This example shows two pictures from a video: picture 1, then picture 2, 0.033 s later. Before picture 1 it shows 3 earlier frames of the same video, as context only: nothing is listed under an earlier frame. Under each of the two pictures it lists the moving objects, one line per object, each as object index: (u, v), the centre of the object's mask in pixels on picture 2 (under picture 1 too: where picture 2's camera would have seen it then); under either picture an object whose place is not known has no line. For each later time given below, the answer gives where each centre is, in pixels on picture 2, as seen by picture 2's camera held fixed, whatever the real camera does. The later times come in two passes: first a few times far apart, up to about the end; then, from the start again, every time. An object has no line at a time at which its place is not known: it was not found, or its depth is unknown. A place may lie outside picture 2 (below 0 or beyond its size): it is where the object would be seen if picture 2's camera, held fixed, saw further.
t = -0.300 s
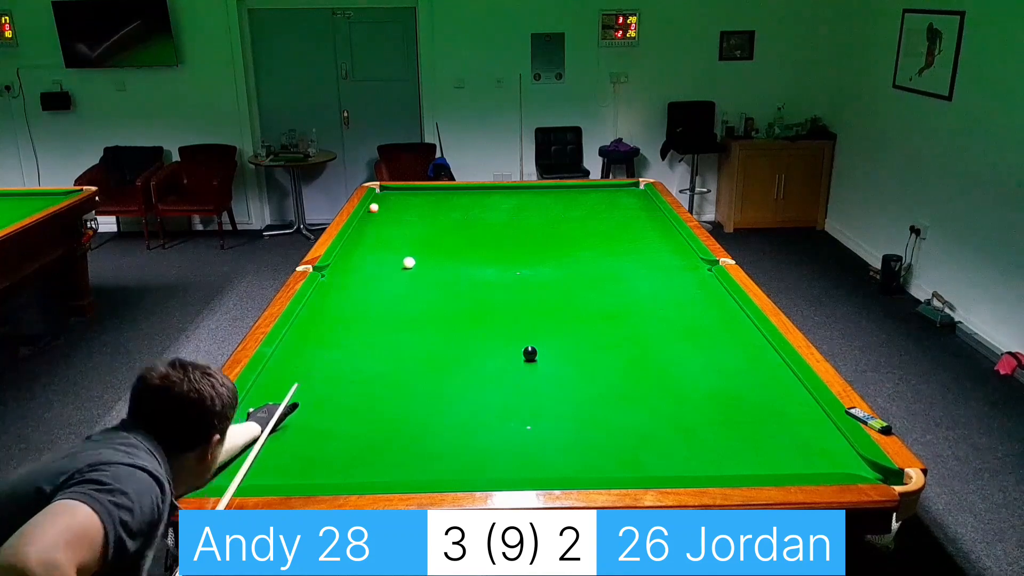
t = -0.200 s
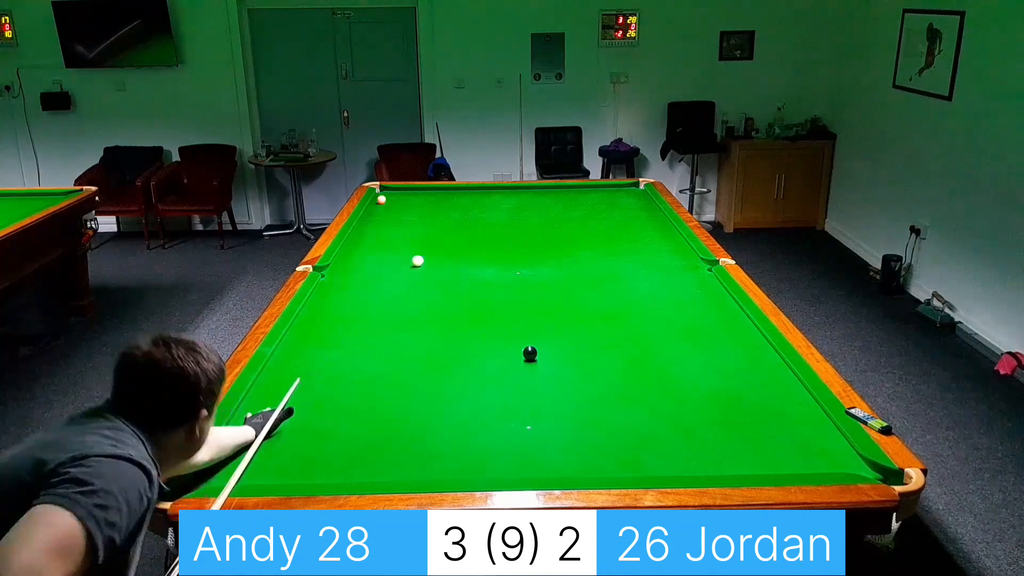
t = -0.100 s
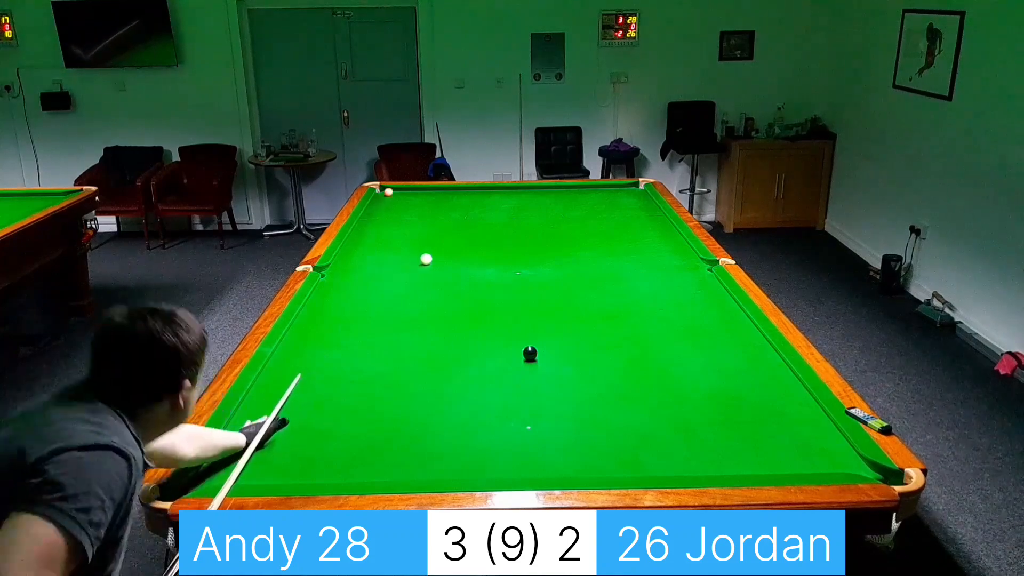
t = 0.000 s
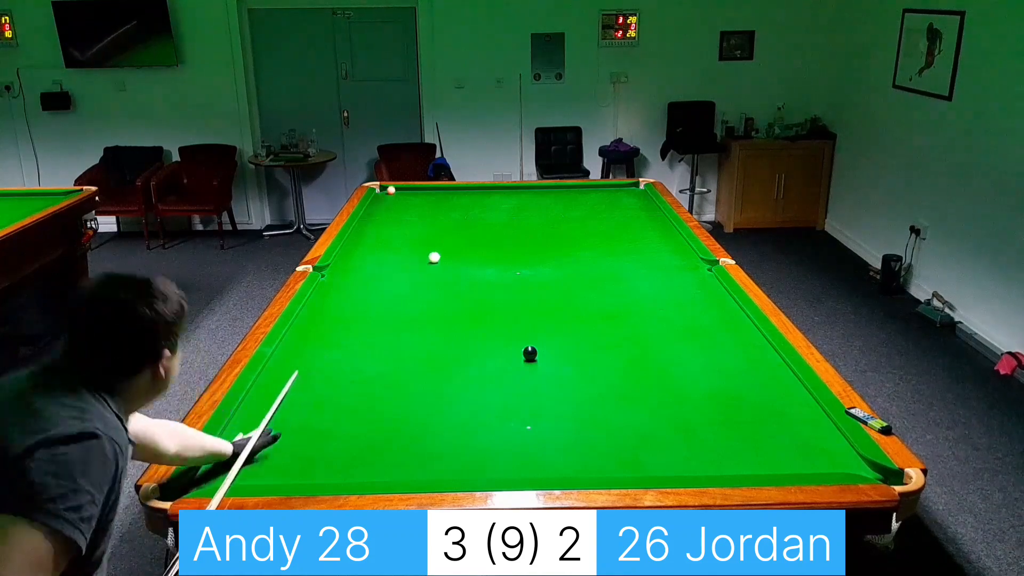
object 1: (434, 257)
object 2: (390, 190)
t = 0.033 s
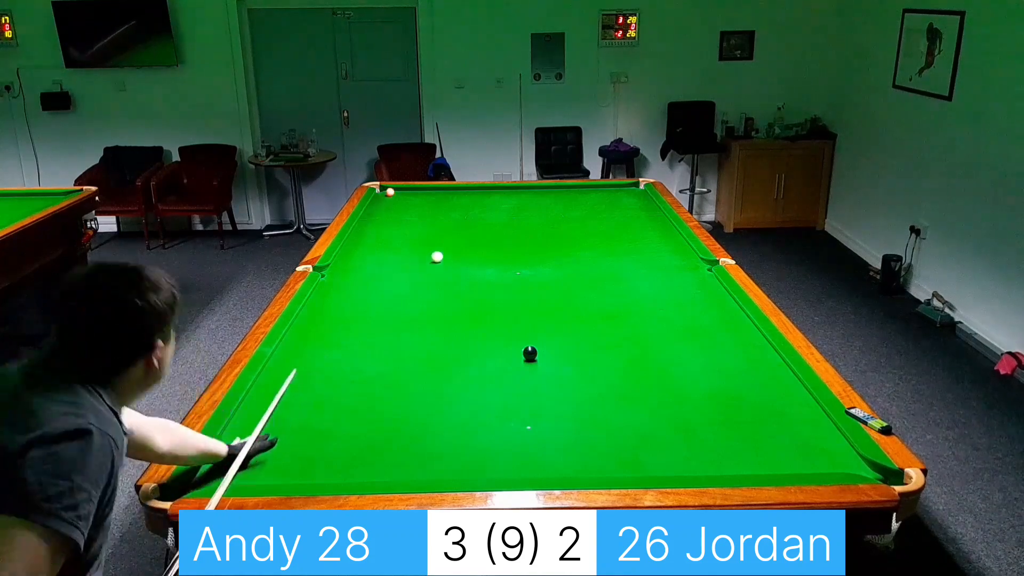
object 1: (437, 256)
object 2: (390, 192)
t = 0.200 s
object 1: (450, 254)
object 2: (385, 201)
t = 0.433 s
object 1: (467, 250)
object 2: (380, 212)
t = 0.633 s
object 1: (480, 248)
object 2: (375, 223)
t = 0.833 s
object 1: (493, 245)
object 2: (370, 234)
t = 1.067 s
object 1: (507, 242)
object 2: (363, 249)
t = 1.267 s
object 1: (518, 240)
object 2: (356, 263)
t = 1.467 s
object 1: (528, 238)
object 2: (349, 278)
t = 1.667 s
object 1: (537, 236)
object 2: (341, 294)
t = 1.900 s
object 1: (547, 234)
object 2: (331, 316)
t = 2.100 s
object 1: (556, 232)
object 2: (321, 337)
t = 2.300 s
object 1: (563, 230)
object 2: (309, 361)
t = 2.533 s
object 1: (571, 228)
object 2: (295, 393)
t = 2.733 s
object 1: (577, 227)
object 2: (281, 424)
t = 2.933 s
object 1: (583, 226)
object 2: (264, 460)
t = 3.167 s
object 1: (589, 225)
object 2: (264, 465)
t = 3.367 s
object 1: (593, 224)
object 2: (278, 442)
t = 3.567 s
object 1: (597, 223)
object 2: (290, 421)
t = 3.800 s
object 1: (601, 222)
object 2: (302, 399)
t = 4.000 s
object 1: (604, 222)
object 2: (311, 384)
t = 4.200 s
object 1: (607, 221)
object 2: (319, 369)
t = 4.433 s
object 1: (609, 221)
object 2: (328, 355)
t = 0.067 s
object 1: (439, 256)
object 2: (389, 194)
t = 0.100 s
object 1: (442, 255)
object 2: (388, 196)
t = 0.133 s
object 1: (445, 255)
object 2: (387, 198)
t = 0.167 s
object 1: (447, 254)
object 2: (386, 199)
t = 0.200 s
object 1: (450, 254)
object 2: (385, 201)
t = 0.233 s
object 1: (452, 253)
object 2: (385, 202)
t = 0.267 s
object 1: (455, 253)
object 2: (384, 204)
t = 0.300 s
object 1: (457, 252)
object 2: (383, 205)
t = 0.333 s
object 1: (460, 252)
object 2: (382, 207)
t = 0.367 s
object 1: (462, 251)
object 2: (382, 209)
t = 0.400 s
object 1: (464, 251)
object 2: (381, 210)
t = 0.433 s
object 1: (467, 250)
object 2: (380, 212)
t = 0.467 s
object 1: (469, 250)
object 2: (379, 214)
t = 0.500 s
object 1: (471, 249)
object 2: (378, 216)
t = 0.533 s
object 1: (474, 249)
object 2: (378, 217)
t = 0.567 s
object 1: (476, 248)
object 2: (377, 219)
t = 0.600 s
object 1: (478, 248)
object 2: (376, 221)
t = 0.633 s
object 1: (480, 248)
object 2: (375, 223)
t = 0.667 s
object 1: (482, 247)
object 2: (374, 224)
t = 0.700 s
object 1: (485, 247)
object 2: (373, 226)
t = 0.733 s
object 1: (487, 246)
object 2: (372, 228)
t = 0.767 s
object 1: (489, 246)
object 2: (371, 230)
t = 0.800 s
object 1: (491, 246)
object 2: (371, 232)
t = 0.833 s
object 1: (493, 245)
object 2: (370, 234)
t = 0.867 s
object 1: (495, 245)
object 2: (369, 236)
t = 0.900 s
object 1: (496, 244)
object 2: (368, 238)
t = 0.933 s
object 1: (499, 244)
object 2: (367, 240)
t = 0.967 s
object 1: (501, 243)
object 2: (366, 242)
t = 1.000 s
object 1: (503, 243)
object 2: (365, 244)
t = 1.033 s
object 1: (505, 242)
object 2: (364, 246)
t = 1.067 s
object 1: (507, 242)
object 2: (363, 249)
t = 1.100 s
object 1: (508, 242)
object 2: (362, 251)
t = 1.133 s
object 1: (510, 241)
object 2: (361, 253)
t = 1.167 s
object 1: (512, 241)
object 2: (360, 255)
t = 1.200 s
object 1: (514, 240)
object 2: (358, 258)
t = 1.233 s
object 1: (516, 240)
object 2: (357, 260)
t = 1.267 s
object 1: (518, 240)
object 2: (356, 263)
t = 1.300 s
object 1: (519, 240)
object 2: (355, 265)
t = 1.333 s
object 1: (521, 239)
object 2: (354, 267)
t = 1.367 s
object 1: (523, 239)
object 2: (353, 270)
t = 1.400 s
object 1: (524, 238)
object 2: (352, 273)
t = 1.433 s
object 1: (526, 238)
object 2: (351, 275)
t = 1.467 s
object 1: (528, 238)
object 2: (349, 278)
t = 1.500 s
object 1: (529, 237)
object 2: (348, 280)
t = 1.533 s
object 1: (531, 237)
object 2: (347, 283)
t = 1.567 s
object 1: (532, 237)
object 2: (345, 286)
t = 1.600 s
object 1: (534, 236)
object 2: (344, 289)
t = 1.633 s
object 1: (536, 236)
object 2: (343, 291)
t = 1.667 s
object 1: (537, 236)
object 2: (341, 294)
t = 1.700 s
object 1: (538, 235)
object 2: (340, 297)
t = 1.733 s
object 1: (540, 235)
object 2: (338, 300)
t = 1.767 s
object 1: (542, 235)
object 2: (337, 303)
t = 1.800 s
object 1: (543, 234)
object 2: (335, 306)
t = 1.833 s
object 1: (545, 234)
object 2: (334, 310)
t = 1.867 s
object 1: (546, 234)
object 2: (332, 313)
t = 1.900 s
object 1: (547, 234)
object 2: (331, 316)
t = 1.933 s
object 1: (549, 233)
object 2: (329, 319)
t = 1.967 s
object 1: (550, 233)
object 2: (327, 323)
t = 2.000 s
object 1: (552, 233)
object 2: (326, 326)
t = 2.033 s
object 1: (553, 232)
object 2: (324, 330)
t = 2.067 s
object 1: (554, 232)
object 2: (322, 334)
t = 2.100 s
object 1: (556, 232)
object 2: (321, 337)
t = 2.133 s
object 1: (557, 231)
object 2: (319, 341)
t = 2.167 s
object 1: (558, 231)
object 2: (317, 345)
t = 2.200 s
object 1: (559, 231)
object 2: (315, 349)
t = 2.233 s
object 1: (560, 231)
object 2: (313, 353)
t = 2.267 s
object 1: (562, 230)
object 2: (311, 357)
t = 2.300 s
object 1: (563, 230)
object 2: (309, 361)
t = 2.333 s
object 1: (564, 230)
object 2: (307, 365)
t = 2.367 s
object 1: (565, 230)
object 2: (306, 370)
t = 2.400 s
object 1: (566, 229)
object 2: (303, 374)
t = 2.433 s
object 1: (567, 229)
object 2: (301, 379)
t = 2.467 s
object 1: (568, 229)
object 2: (299, 383)
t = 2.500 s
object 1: (570, 229)
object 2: (297, 388)
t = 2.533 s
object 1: (571, 228)
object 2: (295, 393)
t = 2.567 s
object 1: (572, 228)
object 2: (293, 397)
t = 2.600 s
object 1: (573, 228)
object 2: (290, 403)
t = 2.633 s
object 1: (574, 228)
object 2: (288, 408)
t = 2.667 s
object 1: (575, 228)
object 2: (286, 413)
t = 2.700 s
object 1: (576, 228)
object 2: (283, 418)
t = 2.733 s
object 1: (577, 227)
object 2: (281, 424)
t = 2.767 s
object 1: (578, 227)
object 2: (278, 429)
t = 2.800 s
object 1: (579, 227)
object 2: (275, 435)
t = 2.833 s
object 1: (580, 227)
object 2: (273, 441)
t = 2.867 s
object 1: (581, 227)
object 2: (270, 447)
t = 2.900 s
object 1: (582, 226)
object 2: (267, 454)
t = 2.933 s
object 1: (583, 226)
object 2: (264, 460)
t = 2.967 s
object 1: (584, 226)
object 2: (262, 466)
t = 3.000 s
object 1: (585, 226)
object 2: (259, 472)
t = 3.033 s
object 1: (585, 225)
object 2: (256, 476)
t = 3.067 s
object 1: (586, 225)
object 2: (257, 477)
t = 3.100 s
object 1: (587, 225)
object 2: (259, 474)
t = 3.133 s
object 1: (588, 225)
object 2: (262, 469)
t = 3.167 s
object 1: (589, 225)
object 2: (264, 465)
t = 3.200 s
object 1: (590, 225)
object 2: (267, 461)
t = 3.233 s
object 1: (590, 225)
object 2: (269, 457)
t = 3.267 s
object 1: (591, 224)
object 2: (271, 453)
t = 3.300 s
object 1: (592, 224)
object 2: (273, 449)
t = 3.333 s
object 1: (592, 224)
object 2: (276, 445)
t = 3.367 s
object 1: (593, 224)
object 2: (278, 442)
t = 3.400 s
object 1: (594, 224)
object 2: (280, 438)
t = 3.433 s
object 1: (595, 224)
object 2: (282, 434)
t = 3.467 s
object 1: (595, 224)
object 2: (284, 431)
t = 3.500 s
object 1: (596, 223)
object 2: (286, 427)
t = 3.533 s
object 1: (597, 223)
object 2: (288, 424)
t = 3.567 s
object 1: (597, 223)
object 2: (290, 421)
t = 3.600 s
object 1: (598, 223)
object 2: (291, 417)
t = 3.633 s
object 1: (598, 223)
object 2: (293, 414)
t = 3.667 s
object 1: (599, 223)
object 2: (295, 411)
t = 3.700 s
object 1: (599, 223)
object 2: (297, 408)
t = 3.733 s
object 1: (600, 222)
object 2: (299, 405)
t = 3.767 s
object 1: (601, 222)
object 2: (300, 402)
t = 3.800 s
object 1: (601, 222)
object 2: (302, 399)
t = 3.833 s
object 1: (602, 222)
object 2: (304, 397)
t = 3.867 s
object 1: (602, 222)
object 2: (305, 394)
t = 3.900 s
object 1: (603, 222)
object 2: (307, 391)
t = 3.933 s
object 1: (603, 222)
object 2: (308, 389)
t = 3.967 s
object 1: (604, 222)
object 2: (310, 386)
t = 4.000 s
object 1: (604, 222)
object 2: (311, 384)
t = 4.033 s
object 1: (605, 222)
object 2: (313, 381)
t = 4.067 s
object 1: (605, 222)
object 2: (314, 378)
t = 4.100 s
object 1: (606, 222)
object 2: (315, 376)
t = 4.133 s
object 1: (606, 221)
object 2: (317, 374)
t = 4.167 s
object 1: (606, 221)
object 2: (318, 371)
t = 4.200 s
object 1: (607, 221)
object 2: (319, 369)
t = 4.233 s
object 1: (607, 221)
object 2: (321, 367)
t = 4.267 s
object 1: (607, 221)
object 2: (322, 365)
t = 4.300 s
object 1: (607, 221)
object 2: (323, 363)
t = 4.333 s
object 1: (608, 221)
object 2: (324, 361)
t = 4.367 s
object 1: (608, 221)
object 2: (325, 359)
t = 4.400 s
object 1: (609, 221)
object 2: (327, 357)
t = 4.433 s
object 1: (609, 221)
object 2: (328, 355)
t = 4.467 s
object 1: (609, 221)
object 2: (329, 353)
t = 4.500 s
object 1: (609, 221)
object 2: (330, 351)
